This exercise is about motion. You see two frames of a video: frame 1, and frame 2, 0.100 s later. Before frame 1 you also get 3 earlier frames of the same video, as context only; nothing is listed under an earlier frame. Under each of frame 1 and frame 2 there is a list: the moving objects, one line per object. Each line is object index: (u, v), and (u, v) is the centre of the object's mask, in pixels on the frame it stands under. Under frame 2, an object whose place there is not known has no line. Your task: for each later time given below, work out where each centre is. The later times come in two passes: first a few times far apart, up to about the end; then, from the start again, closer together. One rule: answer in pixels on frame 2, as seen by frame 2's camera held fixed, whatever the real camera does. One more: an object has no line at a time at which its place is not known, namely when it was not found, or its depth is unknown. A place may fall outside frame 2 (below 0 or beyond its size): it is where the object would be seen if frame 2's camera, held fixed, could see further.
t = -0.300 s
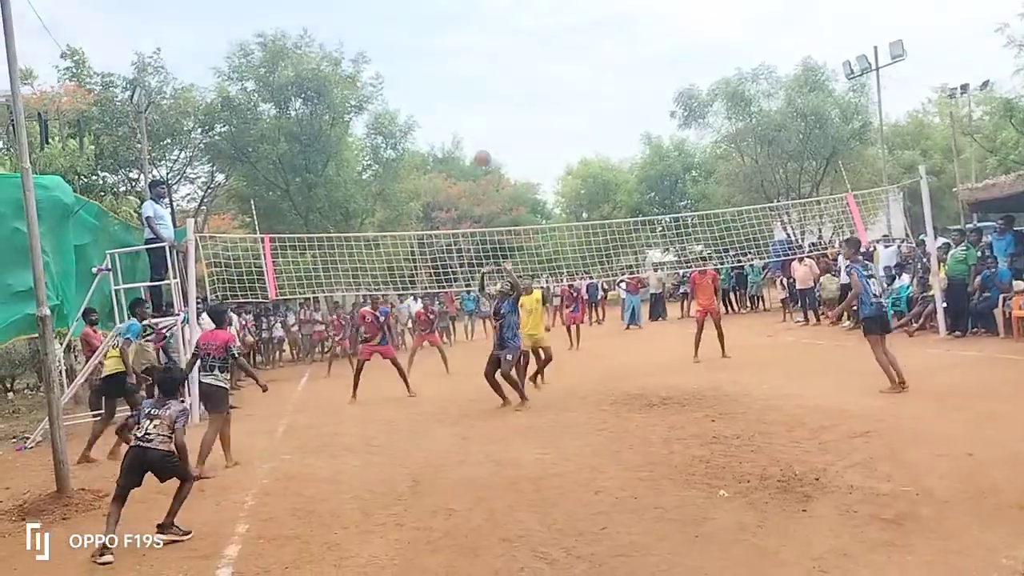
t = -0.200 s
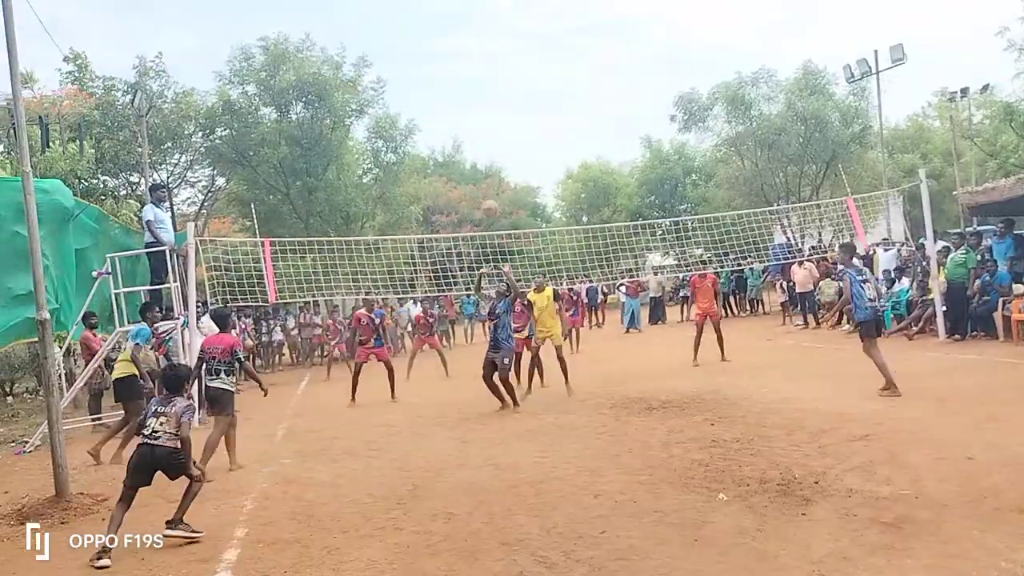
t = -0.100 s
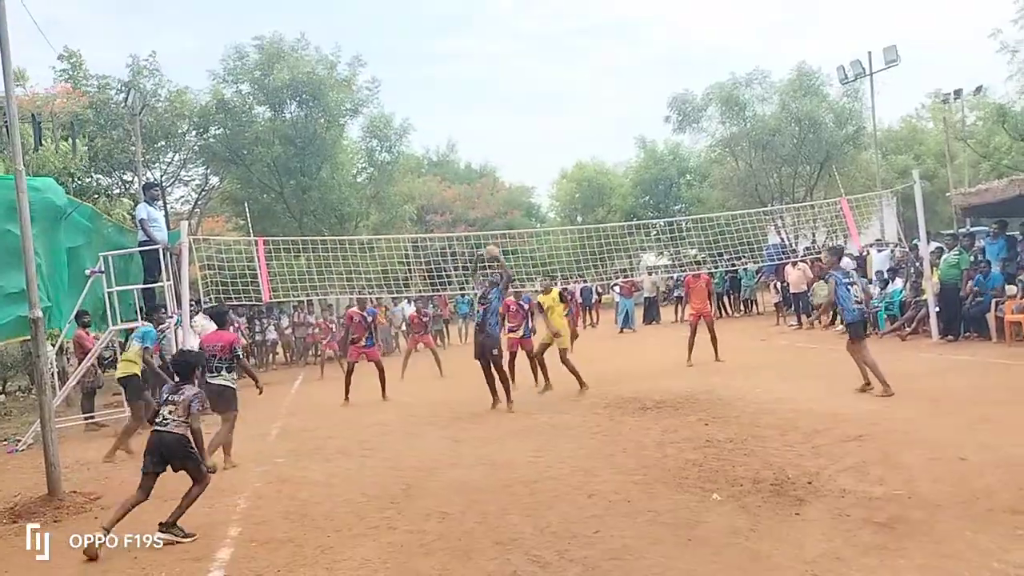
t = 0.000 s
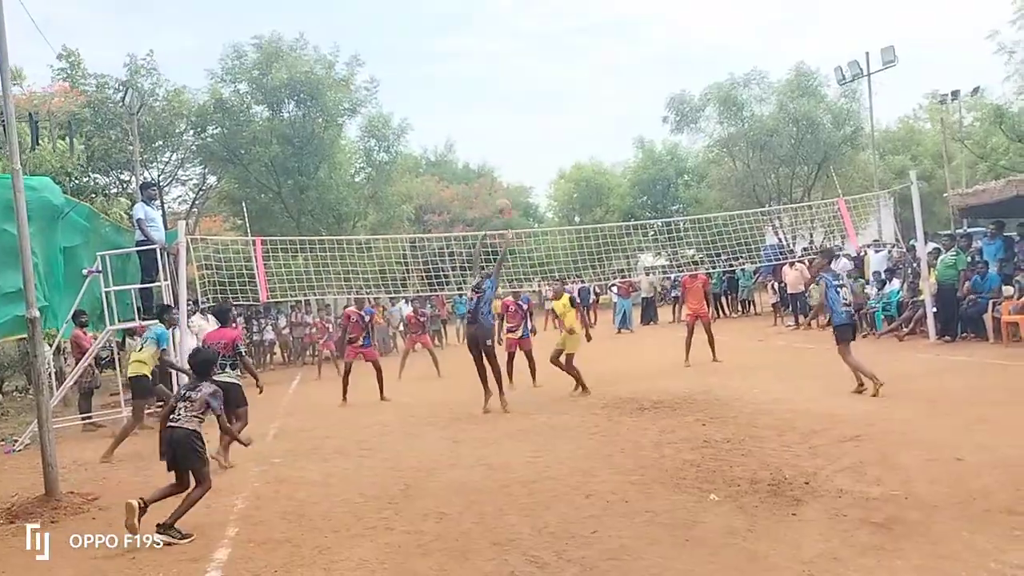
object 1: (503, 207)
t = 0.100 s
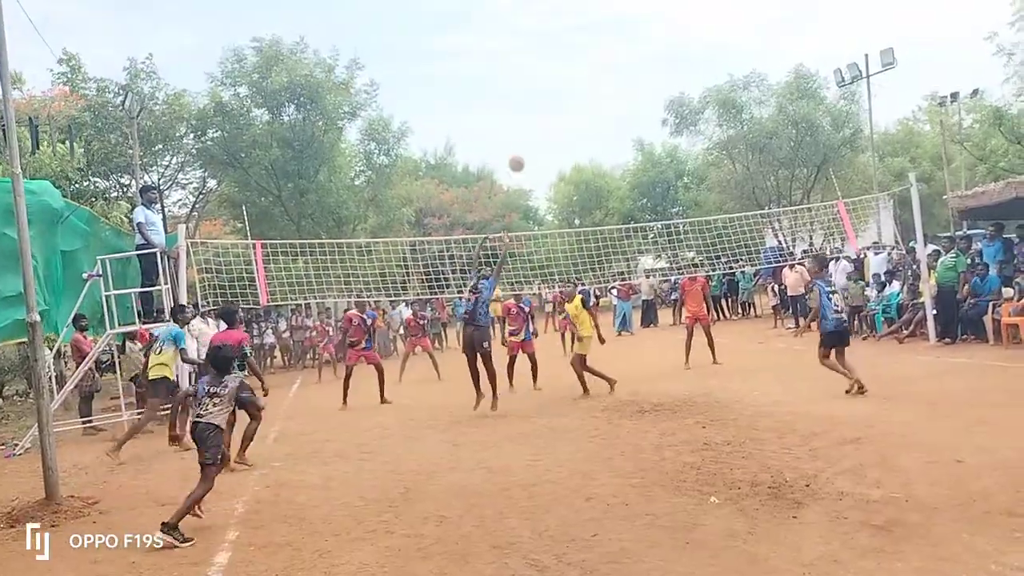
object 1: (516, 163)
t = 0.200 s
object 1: (531, 125)
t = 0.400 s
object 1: (562, 73)
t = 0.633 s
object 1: (601, 53)
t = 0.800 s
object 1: (629, 63)
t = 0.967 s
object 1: (658, 93)
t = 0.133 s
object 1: (521, 149)
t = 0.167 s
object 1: (526, 137)
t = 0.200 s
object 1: (531, 125)
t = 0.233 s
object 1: (537, 114)
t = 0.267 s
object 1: (542, 104)
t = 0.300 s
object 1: (547, 95)
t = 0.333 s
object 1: (552, 87)
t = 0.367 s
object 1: (557, 80)
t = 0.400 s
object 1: (562, 73)
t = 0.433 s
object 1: (568, 68)
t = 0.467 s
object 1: (574, 64)
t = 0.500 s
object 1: (579, 60)
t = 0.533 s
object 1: (584, 57)
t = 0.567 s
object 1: (590, 55)
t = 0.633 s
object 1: (601, 53)
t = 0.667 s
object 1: (606, 53)
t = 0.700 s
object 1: (612, 55)
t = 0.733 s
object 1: (618, 56)
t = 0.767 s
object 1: (624, 59)
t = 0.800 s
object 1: (629, 63)
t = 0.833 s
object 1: (635, 67)
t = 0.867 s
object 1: (641, 72)
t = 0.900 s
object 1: (646, 78)
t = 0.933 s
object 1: (652, 85)
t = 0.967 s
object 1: (658, 93)
